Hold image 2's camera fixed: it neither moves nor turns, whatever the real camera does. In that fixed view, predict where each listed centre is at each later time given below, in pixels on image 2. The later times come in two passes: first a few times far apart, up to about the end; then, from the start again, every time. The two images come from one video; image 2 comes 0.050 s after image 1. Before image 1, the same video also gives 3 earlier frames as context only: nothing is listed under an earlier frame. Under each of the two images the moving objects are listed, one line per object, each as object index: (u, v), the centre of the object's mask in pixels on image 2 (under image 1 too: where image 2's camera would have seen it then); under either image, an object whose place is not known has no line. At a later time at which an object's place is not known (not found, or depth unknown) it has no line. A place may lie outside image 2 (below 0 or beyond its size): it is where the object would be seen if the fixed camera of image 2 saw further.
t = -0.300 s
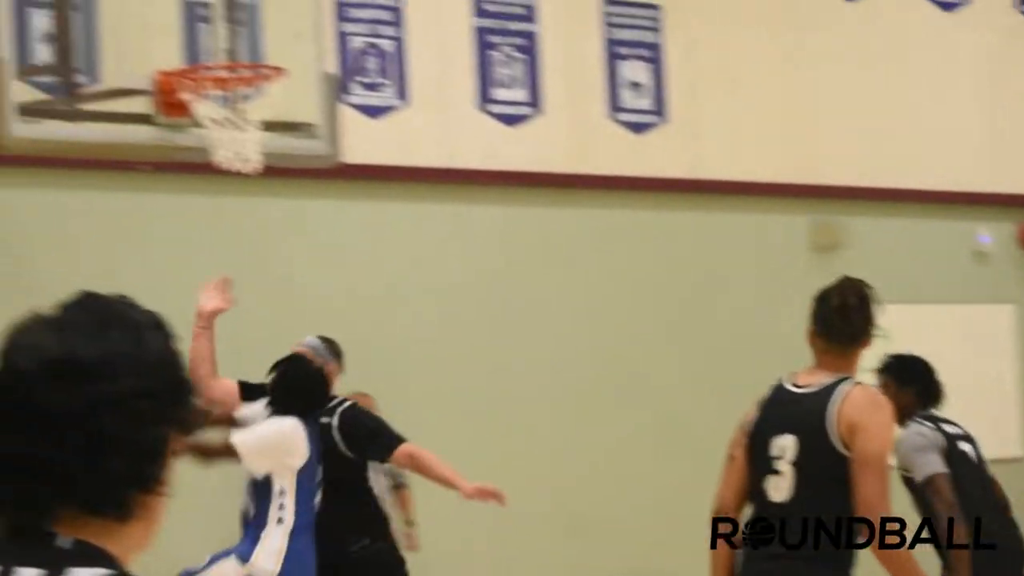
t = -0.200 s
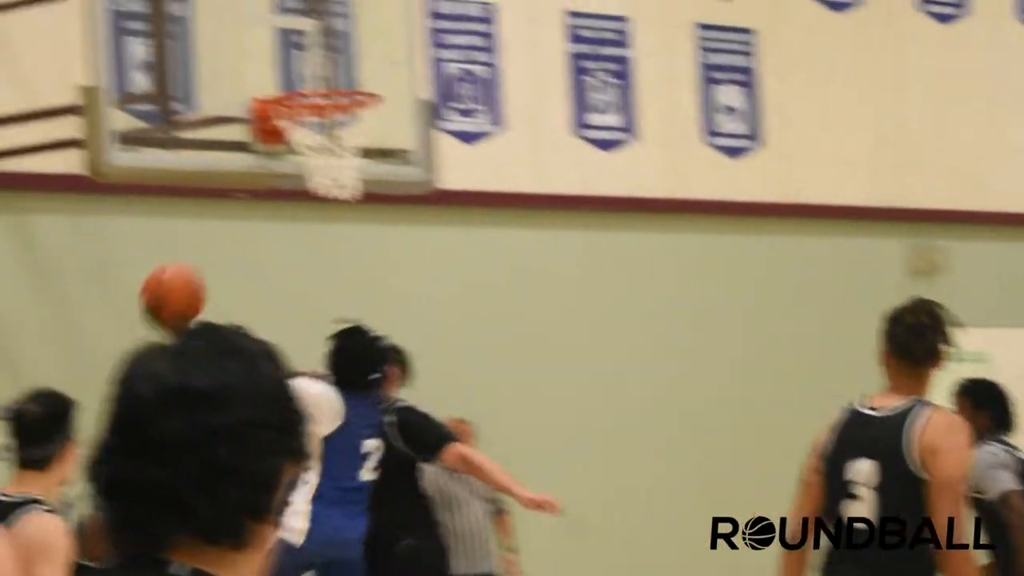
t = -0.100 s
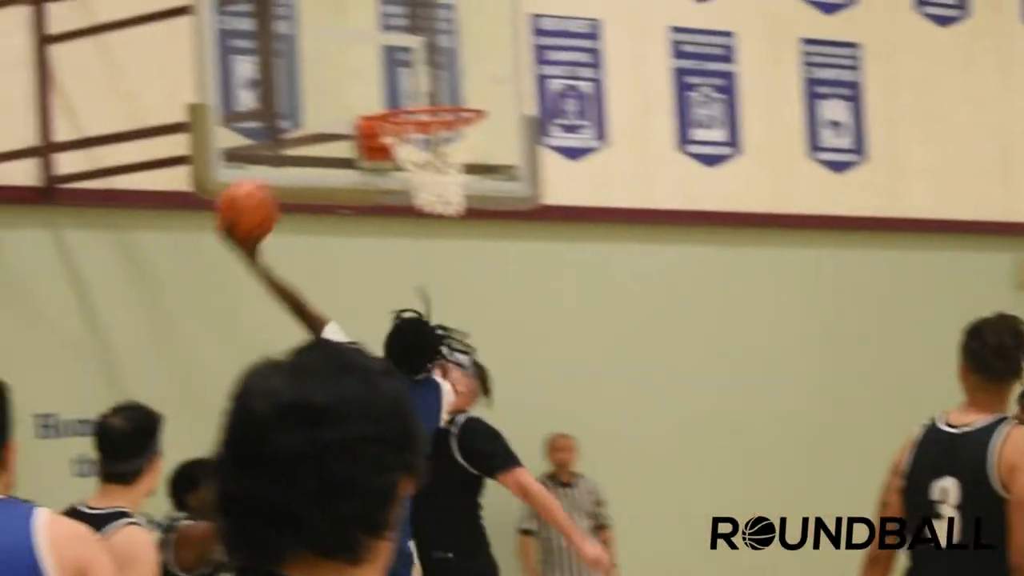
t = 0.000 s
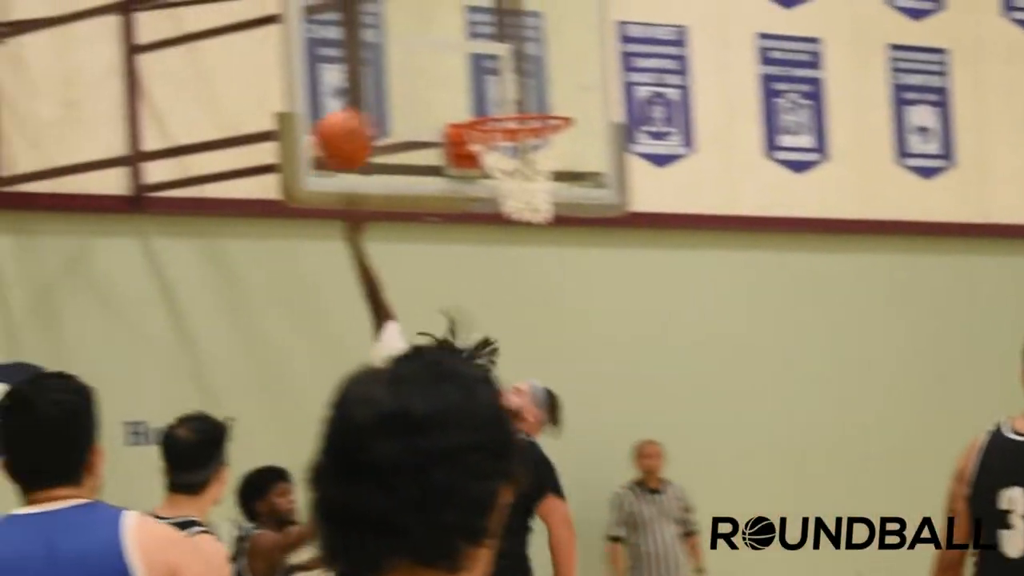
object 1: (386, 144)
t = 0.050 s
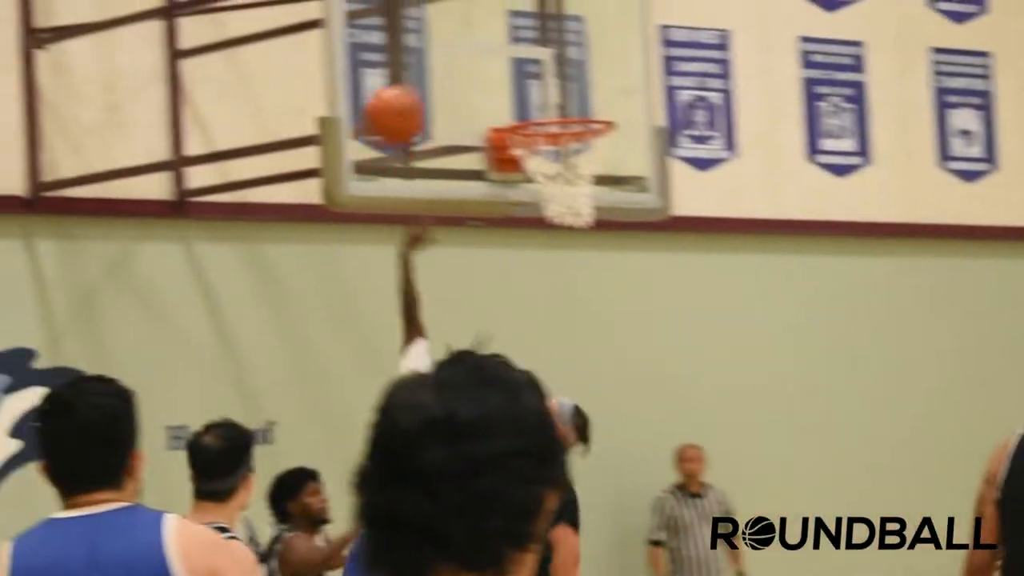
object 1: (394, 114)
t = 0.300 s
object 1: (441, 66)
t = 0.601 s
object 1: (558, 103)
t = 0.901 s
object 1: (559, 208)
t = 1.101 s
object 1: (554, 353)
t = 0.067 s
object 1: (398, 106)
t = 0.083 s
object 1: (401, 99)
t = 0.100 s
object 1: (403, 93)
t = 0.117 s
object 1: (406, 86)
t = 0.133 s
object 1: (409, 82)
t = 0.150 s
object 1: (413, 76)
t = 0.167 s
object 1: (415, 73)
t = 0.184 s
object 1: (418, 70)
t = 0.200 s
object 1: (421, 67)
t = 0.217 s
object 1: (425, 65)
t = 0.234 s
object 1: (428, 64)
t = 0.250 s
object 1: (431, 63)
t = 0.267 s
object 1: (435, 63)
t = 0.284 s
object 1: (438, 64)
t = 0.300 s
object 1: (441, 66)
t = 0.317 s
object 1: (444, 67)
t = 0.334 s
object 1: (448, 70)
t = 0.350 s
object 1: (451, 73)
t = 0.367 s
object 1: (458, 74)
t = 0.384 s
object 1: (466, 76)
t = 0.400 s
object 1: (474, 78)
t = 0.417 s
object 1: (483, 80)
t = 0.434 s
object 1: (492, 84)
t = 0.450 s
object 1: (500, 88)
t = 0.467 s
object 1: (509, 93)
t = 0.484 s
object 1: (518, 98)
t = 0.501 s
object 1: (524, 99)
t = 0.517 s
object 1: (530, 99)
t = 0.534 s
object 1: (535, 99)
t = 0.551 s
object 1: (541, 100)
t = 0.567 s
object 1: (546, 100)
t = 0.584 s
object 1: (552, 101)
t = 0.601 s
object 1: (558, 103)
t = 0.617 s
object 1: (563, 105)
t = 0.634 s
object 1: (570, 110)
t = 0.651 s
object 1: (575, 112)
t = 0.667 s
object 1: (580, 128)
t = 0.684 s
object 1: (582, 132)
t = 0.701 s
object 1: (580, 135)
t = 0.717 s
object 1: (579, 138)
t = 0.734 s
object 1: (576, 141)
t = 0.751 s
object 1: (576, 144)
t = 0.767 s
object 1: (573, 150)
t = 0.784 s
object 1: (571, 155)
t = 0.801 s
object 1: (569, 162)
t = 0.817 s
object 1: (567, 170)
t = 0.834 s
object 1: (565, 176)
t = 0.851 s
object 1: (564, 183)
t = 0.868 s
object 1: (561, 194)
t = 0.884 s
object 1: (560, 199)
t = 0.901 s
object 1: (559, 208)
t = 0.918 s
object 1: (558, 219)
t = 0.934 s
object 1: (556, 228)
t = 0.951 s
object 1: (555, 237)
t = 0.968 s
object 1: (555, 247)
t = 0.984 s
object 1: (554, 259)
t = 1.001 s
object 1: (554, 270)
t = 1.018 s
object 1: (554, 283)
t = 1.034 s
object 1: (553, 296)
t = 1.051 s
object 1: (553, 309)
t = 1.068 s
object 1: (553, 323)
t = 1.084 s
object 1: (554, 338)
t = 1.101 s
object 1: (554, 353)
